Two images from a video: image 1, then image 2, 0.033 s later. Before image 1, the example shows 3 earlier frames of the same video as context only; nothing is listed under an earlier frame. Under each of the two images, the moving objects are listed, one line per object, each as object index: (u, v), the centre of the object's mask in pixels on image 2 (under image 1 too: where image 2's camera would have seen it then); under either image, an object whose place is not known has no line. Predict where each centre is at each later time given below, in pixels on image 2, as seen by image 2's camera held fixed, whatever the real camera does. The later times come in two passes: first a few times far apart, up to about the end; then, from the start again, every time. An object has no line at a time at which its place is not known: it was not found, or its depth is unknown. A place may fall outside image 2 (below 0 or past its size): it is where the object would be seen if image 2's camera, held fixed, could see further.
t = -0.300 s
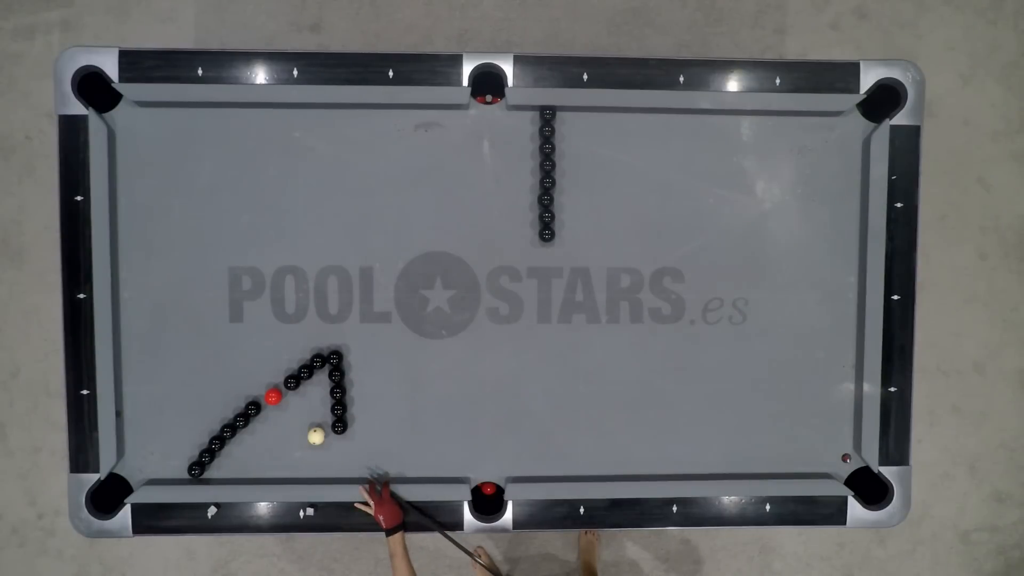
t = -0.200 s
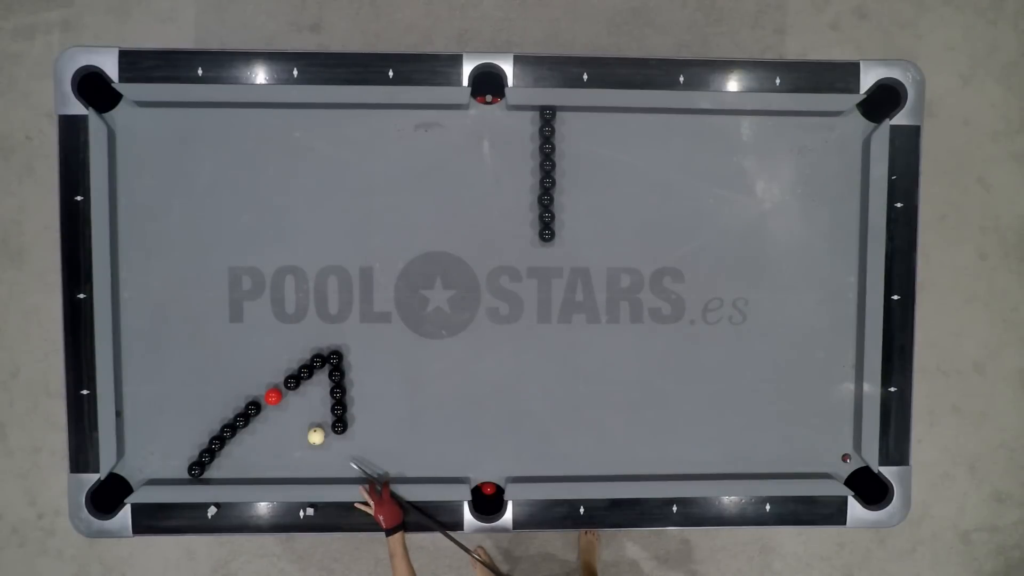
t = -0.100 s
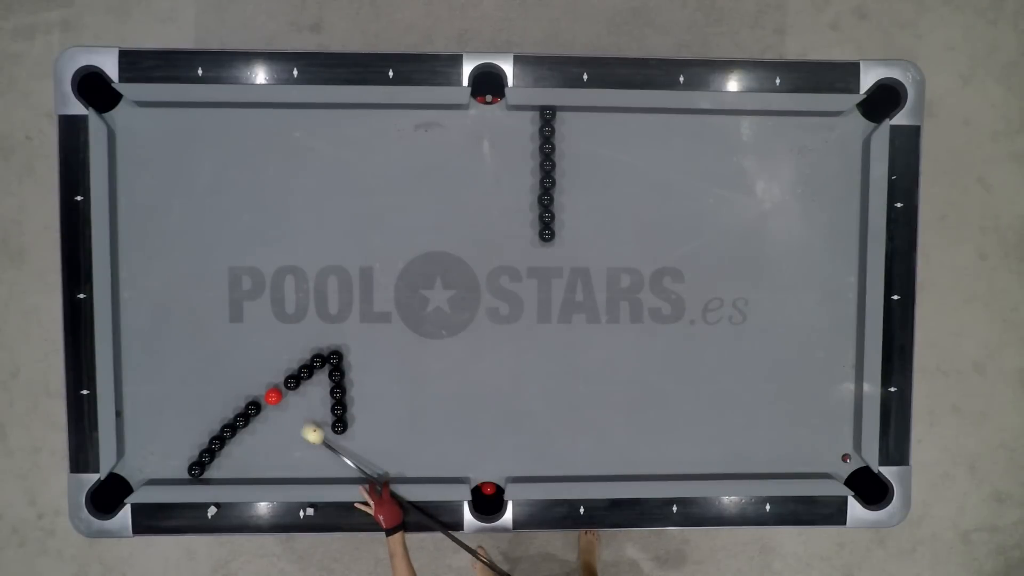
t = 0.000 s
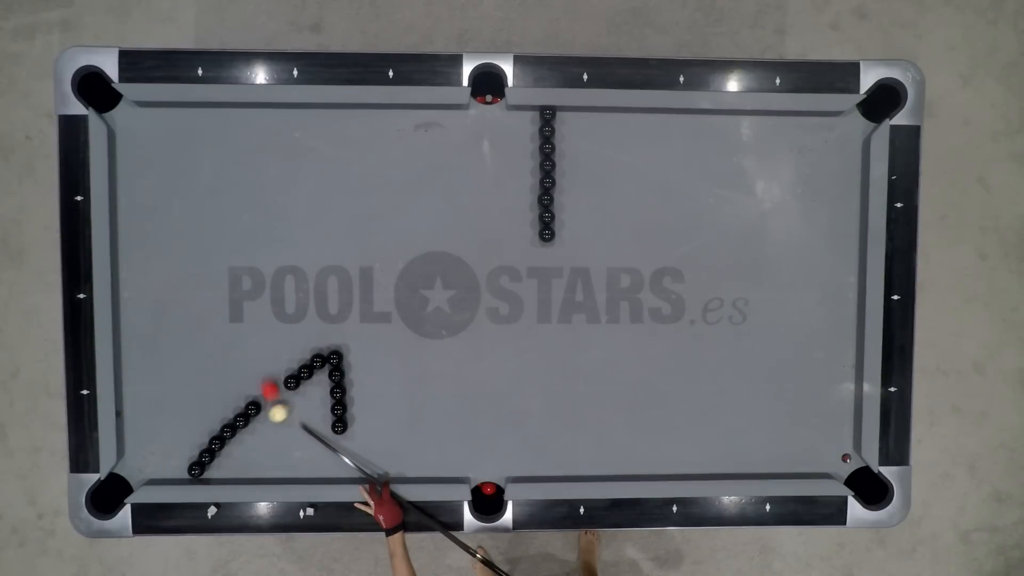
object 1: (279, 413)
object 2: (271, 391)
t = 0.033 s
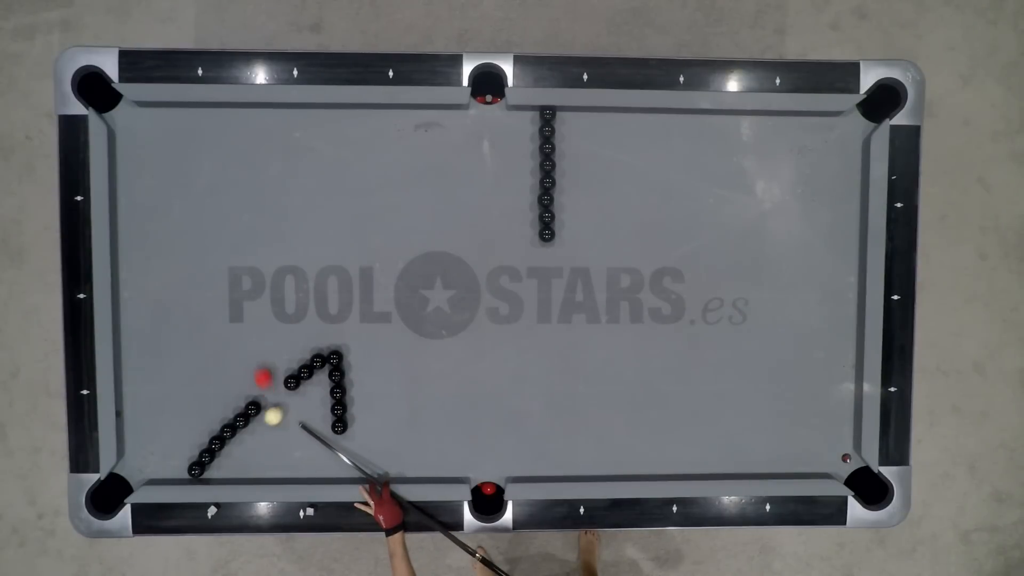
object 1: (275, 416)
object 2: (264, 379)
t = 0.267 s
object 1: (253, 438)
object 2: (227, 309)
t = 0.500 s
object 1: (236, 459)
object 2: (194, 246)
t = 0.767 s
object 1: (219, 473)
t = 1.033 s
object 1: (212, 470)
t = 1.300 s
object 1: (211, 471)
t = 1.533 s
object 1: (211, 471)
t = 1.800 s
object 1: (211, 471)
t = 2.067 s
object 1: (211, 471)
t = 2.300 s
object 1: (211, 471)
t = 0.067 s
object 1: (269, 419)
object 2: (257, 367)
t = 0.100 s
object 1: (266, 422)
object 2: (252, 356)
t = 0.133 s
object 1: (263, 425)
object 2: (246, 345)
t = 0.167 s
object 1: (261, 428)
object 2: (241, 336)
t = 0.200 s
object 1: (258, 431)
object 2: (237, 327)
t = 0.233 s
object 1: (256, 435)
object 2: (232, 318)
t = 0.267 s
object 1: (253, 438)
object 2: (227, 309)
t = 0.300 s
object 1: (251, 441)
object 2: (223, 300)
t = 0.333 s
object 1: (249, 444)
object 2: (217, 291)
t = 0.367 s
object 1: (246, 447)
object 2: (213, 282)
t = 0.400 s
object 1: (244, 450)
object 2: (208, 273)
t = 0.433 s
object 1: (241, 453)
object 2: (203, 264)
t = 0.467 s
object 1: (239, 456)
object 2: (198, 254)
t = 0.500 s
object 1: (236, 459)
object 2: (194, 246)
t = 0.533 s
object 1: (234, 462)
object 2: (189, 237)
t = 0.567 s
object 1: (232, 465)
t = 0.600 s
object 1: (230, 468)
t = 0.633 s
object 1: (227, 470)
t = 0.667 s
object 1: (225, 473)
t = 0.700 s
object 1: (223, 476)
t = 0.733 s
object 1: (221, 474)
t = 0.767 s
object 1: (219, 473)
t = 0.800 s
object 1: (217, 472)
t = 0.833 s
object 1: (216, 470)
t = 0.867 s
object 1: (215, 470)
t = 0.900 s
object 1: (215, 470)
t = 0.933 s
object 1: (214, 470)
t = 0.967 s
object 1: (213, 470)
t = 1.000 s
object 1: (213, 470)
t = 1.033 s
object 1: (212, 470)
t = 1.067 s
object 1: (212, 470)
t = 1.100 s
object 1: (212, 470)
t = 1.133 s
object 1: (212, 471)
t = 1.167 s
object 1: (212, 471)
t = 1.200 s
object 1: (211, 471)
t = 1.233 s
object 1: (211, 471)
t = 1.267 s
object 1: (211, 471)
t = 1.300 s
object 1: (211, 471)
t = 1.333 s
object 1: (211, 471)
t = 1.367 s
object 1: (211, 471)
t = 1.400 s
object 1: (211, 471)
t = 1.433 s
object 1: (211, 471)
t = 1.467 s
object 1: (211, 471)
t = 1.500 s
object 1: (211, 471)
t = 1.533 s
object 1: (211, 471)
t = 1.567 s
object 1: (212, 471)
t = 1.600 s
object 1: (212, 471)
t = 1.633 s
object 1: (212, 471)
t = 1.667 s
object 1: (212, 471)
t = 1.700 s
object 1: (212, 471)
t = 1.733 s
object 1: (211, 471)
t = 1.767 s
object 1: (211, 471)
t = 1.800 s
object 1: (211, 471)
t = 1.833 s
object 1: (211, 471)
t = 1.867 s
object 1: (211, 471)
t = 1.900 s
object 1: (211, 471)
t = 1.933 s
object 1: (211, 471)
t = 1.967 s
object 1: (212, 471)
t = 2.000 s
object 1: (211, 471)
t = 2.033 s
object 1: (211, 471)
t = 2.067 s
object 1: (211, 471)
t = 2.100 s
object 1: (211, 471)
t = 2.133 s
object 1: (211, 471)
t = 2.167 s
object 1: (211, 471)
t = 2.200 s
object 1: (211, 471)
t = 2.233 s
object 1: (211, 471)
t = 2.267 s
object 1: (211, 471)
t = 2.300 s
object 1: (211, 471)
